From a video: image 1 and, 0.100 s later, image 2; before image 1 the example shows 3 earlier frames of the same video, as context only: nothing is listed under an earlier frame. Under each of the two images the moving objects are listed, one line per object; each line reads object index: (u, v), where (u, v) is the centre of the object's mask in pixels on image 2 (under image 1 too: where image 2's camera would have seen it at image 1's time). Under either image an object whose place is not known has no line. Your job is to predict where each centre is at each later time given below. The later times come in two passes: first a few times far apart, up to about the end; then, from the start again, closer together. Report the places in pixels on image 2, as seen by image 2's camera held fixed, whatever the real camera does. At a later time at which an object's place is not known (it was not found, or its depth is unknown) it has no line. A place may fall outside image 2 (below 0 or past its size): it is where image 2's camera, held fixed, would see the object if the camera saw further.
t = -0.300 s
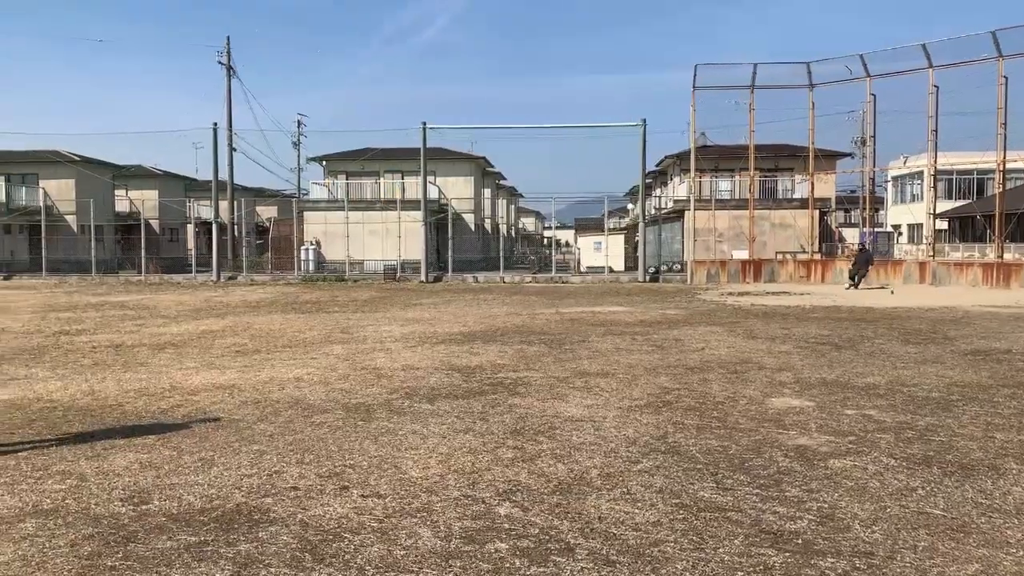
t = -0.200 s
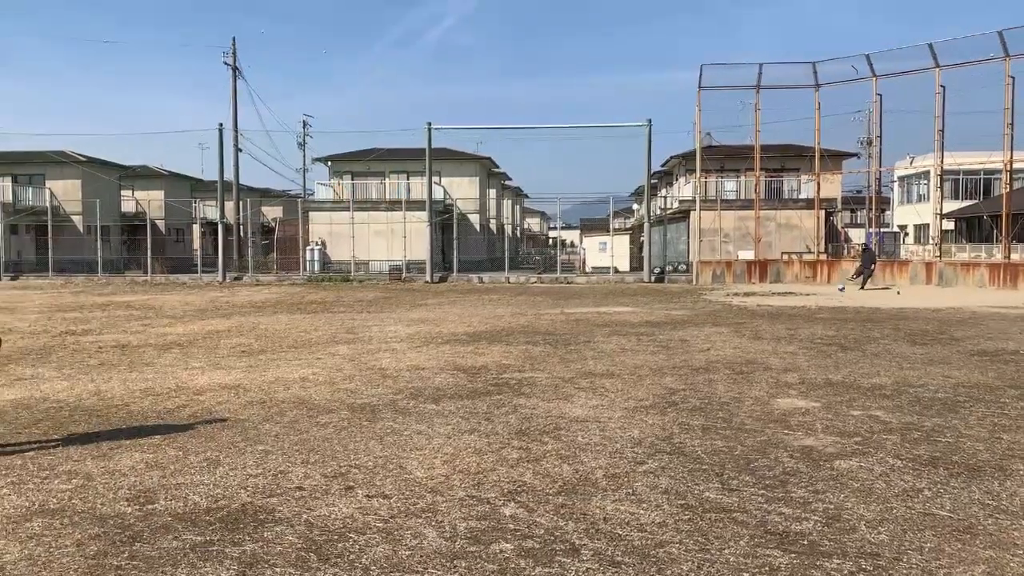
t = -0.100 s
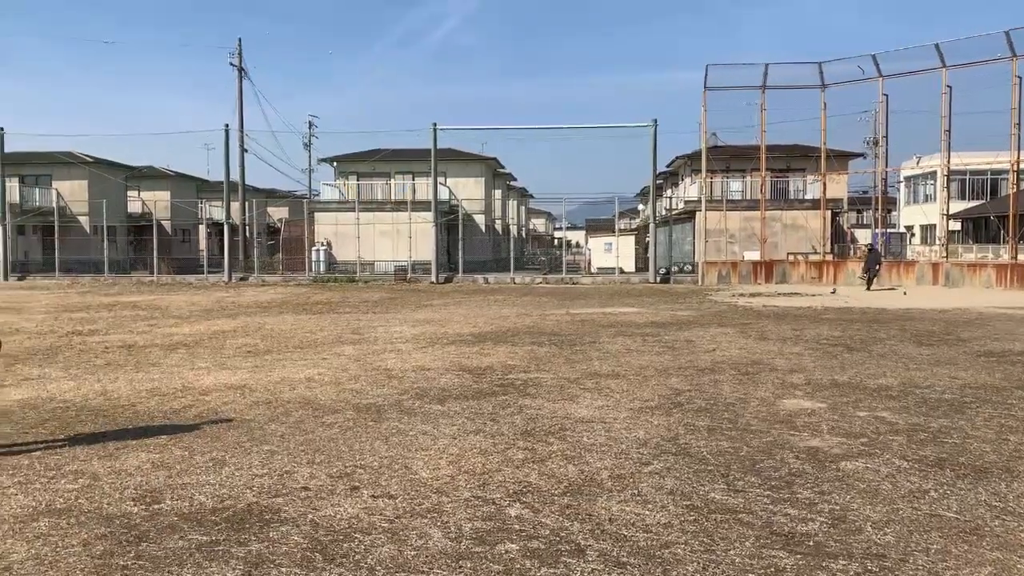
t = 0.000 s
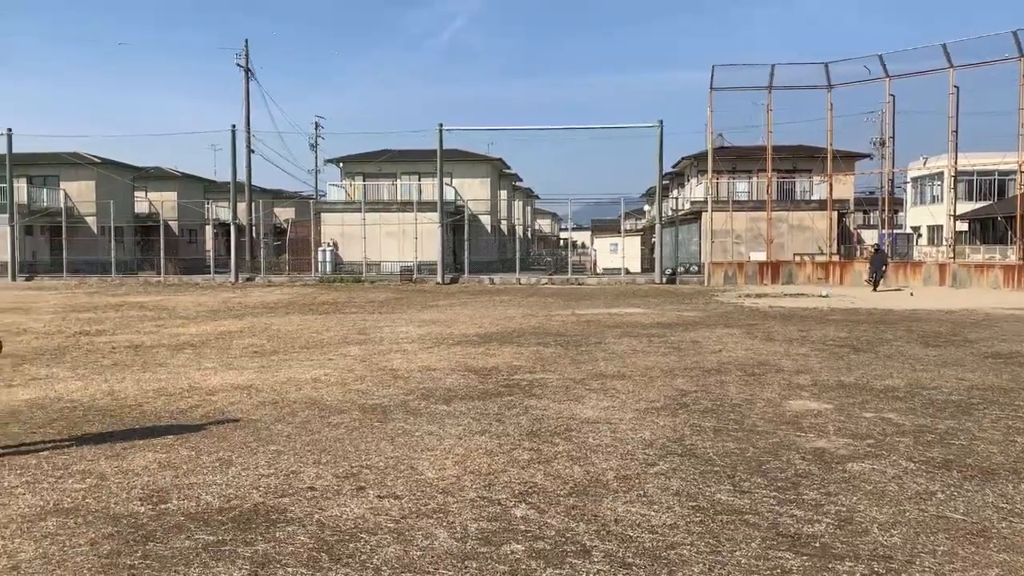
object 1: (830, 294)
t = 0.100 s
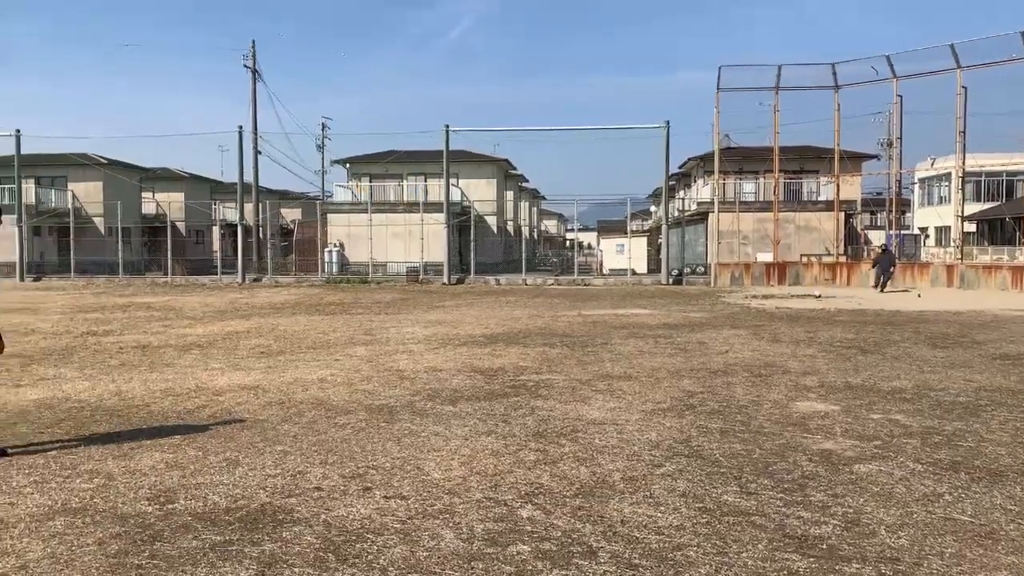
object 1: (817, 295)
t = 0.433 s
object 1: (771, 306)
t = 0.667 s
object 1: (739, 309)
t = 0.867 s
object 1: (707, 315)
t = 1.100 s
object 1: (668, 321)
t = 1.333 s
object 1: (624, 327)
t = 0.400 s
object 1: (775, 304)
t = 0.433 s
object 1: (771, 306)
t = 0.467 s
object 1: (766, 306)
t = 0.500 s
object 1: (762, 306)
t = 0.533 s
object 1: (757, 307)
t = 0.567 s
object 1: (753, 308)
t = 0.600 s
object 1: (749, 309)
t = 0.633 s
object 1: (744, 310)
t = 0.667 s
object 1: (739, 309)
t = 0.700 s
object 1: (735, 310)
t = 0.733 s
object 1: (729, 310)
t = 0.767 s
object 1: (724, 313)
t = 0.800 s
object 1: (719, 313)
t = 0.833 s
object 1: (713, 314)
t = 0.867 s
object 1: (707, 315)
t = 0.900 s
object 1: (703, 316)
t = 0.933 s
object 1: (697, 317)
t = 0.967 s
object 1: (691, 317)
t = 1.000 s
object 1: (685, 317)
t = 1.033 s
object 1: (679, 318)
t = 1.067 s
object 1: (674, 319)
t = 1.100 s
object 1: (668, 321)
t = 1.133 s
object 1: (662, 321)
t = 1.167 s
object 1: (656, 321)
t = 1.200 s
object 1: (650, 321)
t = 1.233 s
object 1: (643, 322)
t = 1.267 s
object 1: (637, 324)
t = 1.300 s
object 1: (631, 326)
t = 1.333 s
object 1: (624, 327)
